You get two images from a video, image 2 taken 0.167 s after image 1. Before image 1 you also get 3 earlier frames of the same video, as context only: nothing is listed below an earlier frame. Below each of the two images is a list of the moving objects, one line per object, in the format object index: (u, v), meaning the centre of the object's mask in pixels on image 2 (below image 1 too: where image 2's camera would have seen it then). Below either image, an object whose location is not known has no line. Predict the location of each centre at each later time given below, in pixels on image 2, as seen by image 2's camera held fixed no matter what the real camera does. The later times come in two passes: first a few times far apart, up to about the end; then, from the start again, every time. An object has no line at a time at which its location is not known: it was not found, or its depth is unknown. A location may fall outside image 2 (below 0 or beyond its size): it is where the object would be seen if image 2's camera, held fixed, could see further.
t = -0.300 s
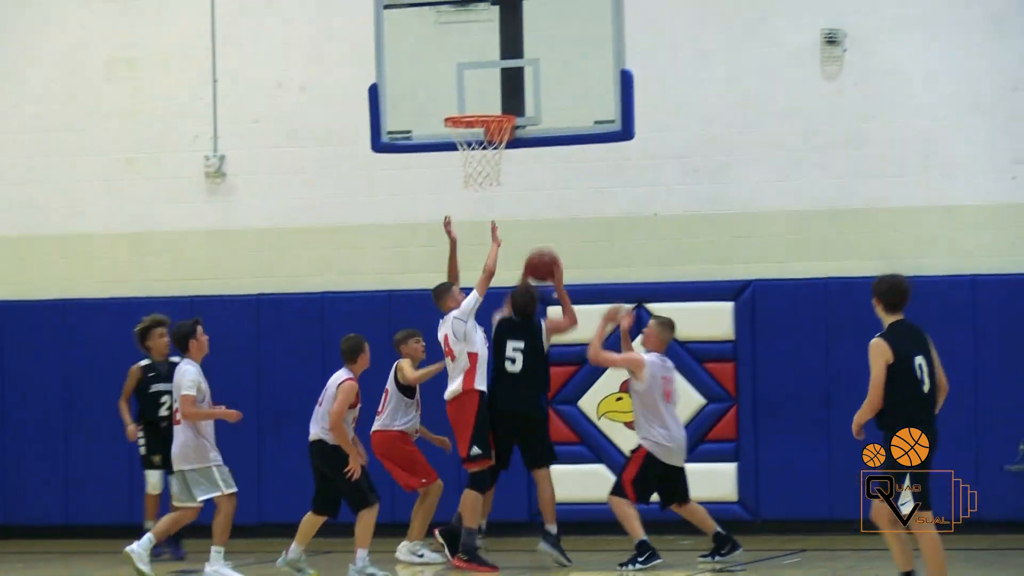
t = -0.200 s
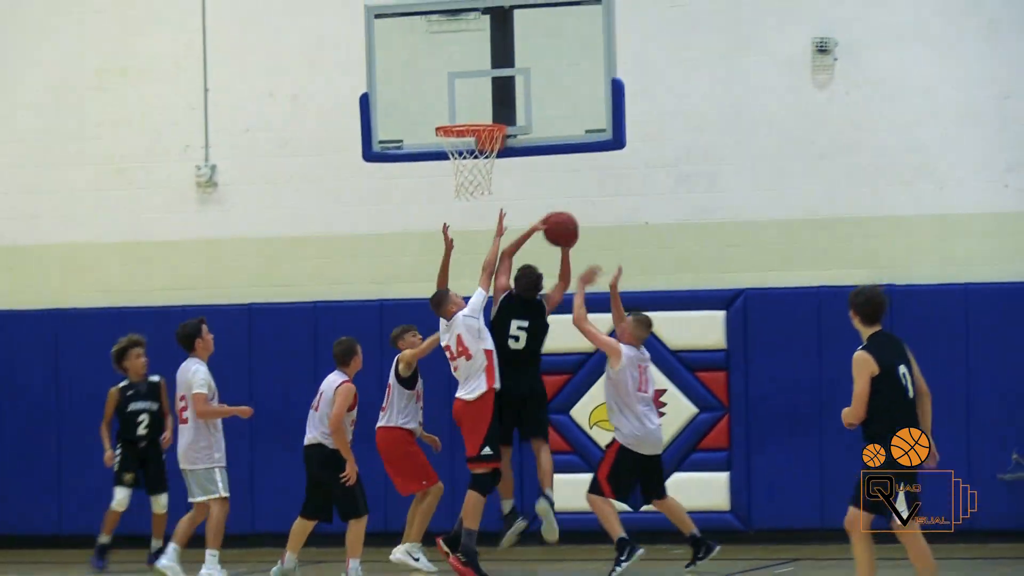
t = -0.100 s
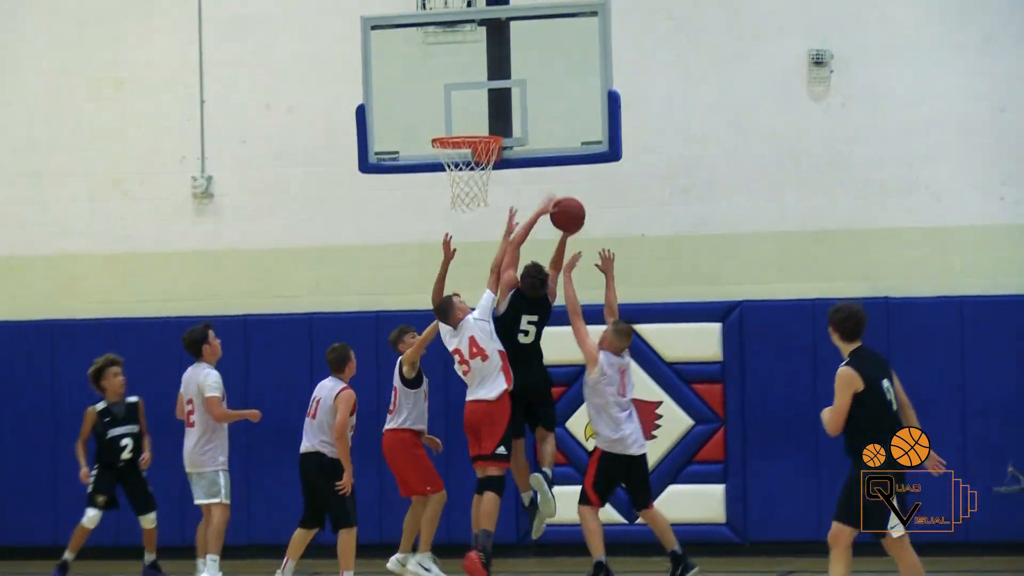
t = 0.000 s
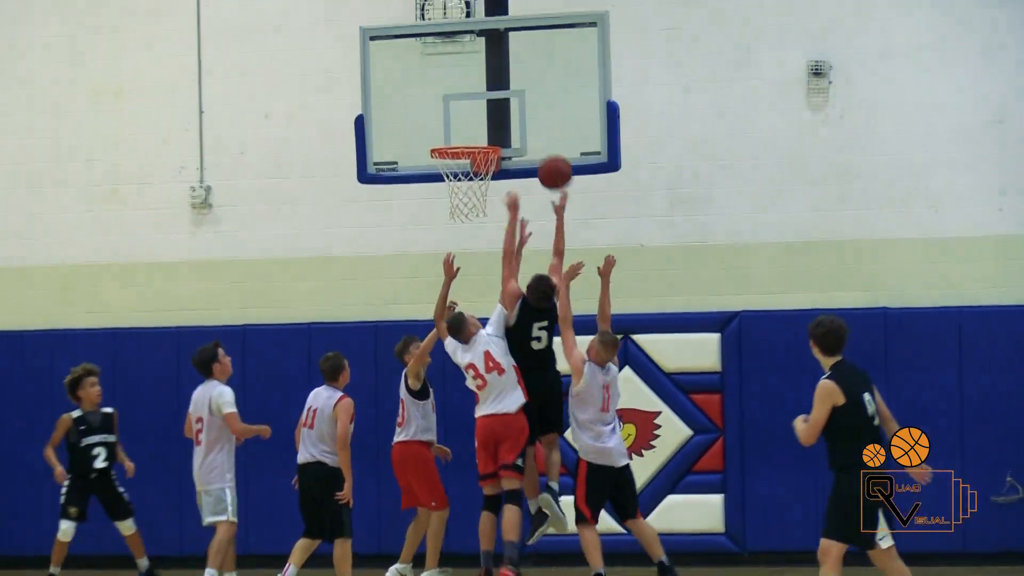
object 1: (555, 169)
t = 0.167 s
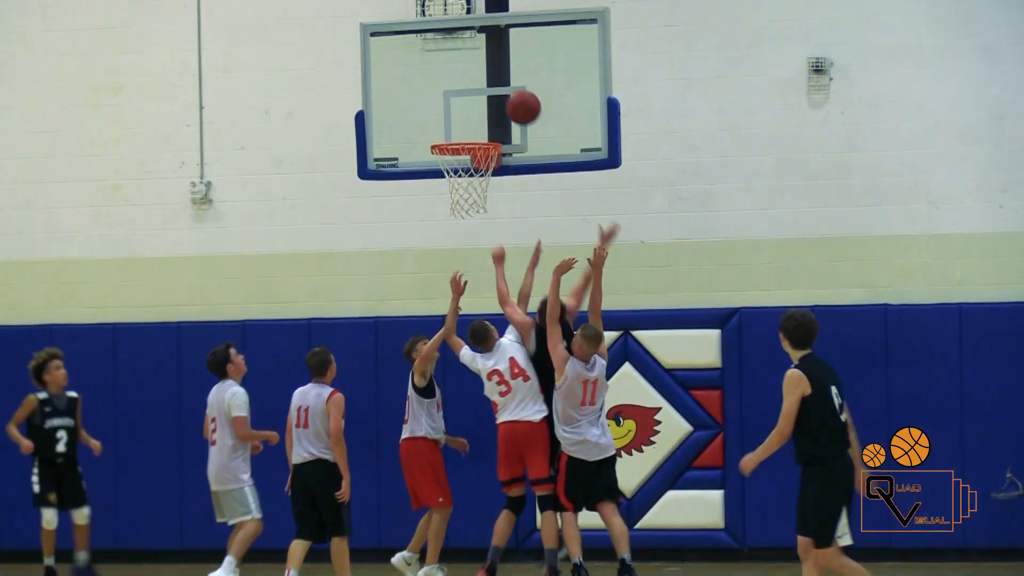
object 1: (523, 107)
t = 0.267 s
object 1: (504, 92)
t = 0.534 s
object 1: (451, 120)
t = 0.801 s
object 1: (483, 133)
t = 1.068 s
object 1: (465, 161)
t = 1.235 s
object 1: (484, 189)
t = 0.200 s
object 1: (517, 100)
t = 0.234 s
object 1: (511, 95)
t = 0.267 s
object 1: (504, 92)
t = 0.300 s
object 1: (497, 90)
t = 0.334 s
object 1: (491, 90)
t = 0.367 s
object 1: (484, 91)
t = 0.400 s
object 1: (478, 93)
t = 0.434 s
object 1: (471, 97)
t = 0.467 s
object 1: (464, 103)
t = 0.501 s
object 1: (458, 111)
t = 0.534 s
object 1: (451, 120)
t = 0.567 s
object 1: (445, 129)
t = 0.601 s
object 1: (450, 128)
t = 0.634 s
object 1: (456, 126)
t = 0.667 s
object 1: (461, 126)
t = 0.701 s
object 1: (467, 126)
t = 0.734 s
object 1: (473, 128)
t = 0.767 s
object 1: (478, 131)
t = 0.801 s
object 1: (483, 133)
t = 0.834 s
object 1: (476, 132)
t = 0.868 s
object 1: (469, 133)
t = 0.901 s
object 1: (461, 134)
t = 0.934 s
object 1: (455, 135)
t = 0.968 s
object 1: (449, 148)
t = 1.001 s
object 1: (454, 151)
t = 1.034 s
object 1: (460, 155)
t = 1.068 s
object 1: (465, 161)
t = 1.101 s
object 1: (471, 166)
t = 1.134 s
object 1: (477, 171)
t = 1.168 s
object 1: (480, 182)
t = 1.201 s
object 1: (482, 184)
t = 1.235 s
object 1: (484, 189)
